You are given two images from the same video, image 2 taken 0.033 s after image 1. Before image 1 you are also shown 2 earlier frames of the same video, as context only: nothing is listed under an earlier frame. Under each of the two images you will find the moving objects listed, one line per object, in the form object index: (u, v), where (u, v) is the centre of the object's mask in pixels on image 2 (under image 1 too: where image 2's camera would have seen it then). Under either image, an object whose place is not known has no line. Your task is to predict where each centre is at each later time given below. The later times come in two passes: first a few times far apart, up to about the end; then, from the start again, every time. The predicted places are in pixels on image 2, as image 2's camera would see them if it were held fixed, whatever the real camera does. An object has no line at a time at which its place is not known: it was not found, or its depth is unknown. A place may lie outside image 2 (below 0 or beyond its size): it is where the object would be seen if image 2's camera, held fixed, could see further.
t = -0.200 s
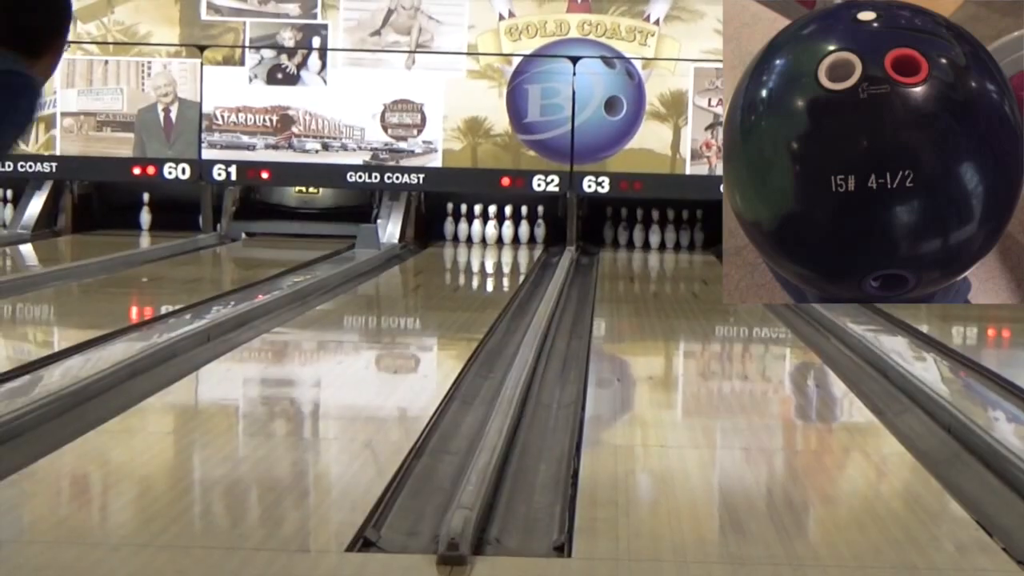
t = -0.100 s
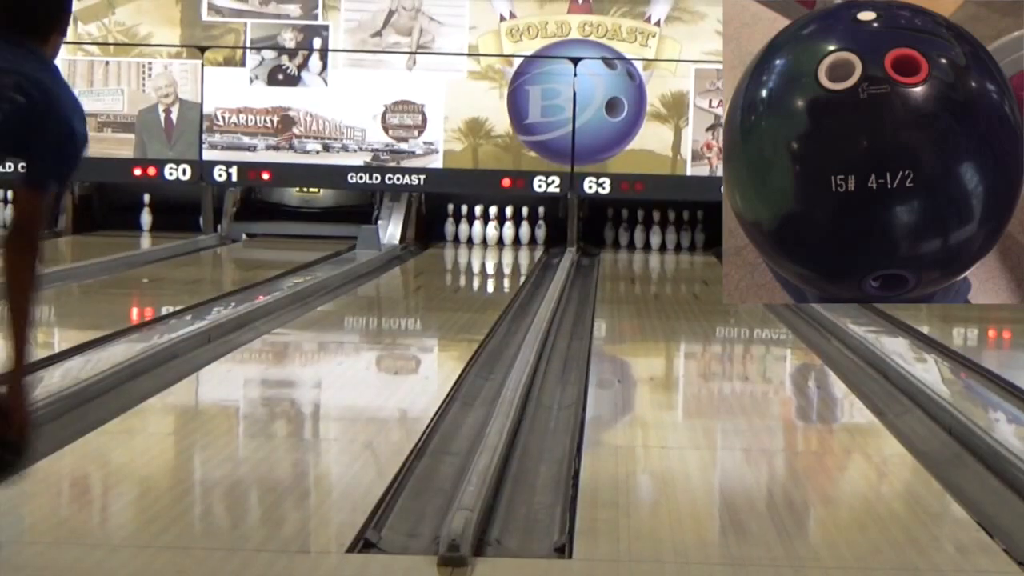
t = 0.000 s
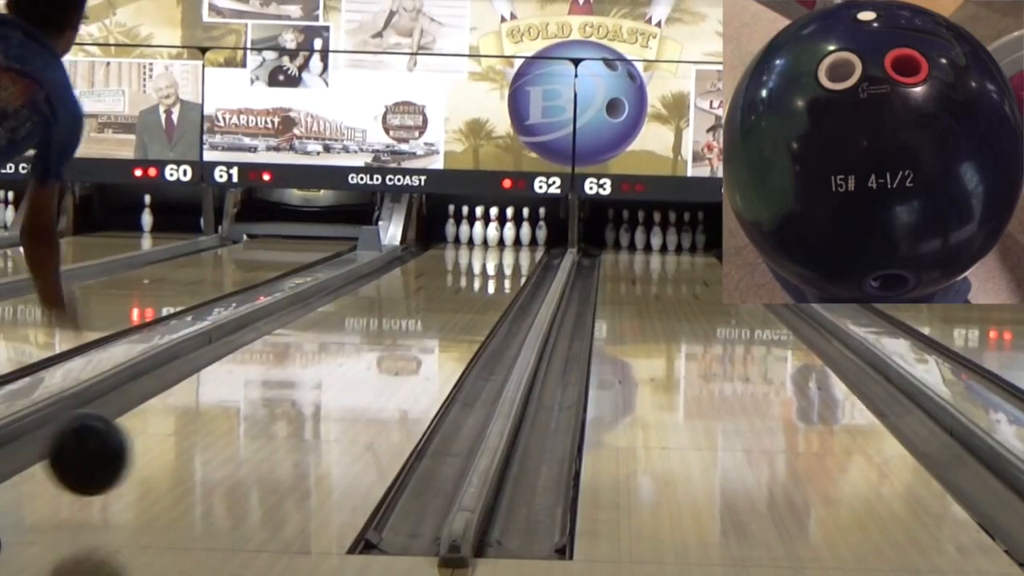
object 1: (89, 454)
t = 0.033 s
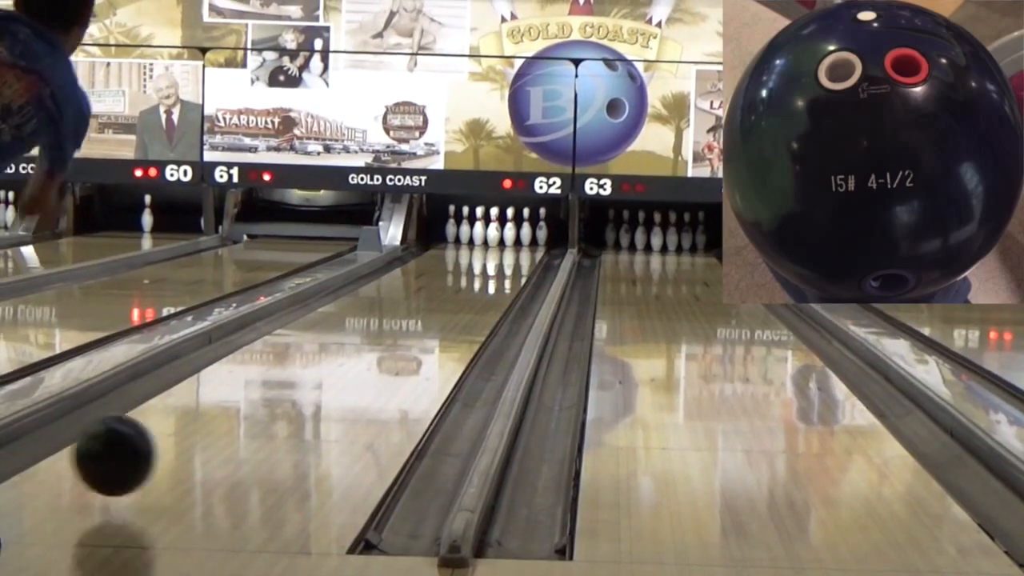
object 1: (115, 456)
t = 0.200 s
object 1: (219, 413)
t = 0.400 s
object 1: (304, 368)
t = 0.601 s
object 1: (363, 336)
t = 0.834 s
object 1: (413, 311)
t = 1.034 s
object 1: (445, 295)
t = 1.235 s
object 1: (470, 283)
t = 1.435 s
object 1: (488, 272)
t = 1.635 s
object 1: (503, 263)
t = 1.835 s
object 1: (512, 255)
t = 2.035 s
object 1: (514, 249)
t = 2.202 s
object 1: (512, 243)
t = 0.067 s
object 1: (139, 454)
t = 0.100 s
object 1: (161, 442)
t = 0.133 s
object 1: (181, 432)
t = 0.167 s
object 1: (200, 423)
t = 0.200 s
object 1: (219, 413)
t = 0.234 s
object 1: (235, 404)
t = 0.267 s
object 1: (250, 396)
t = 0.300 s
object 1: (265, 388)
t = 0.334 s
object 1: (279, 381)
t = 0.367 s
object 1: (291, 374)
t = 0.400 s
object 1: (304, 368)
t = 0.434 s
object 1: (315, 362)
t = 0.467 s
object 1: (326, 356)
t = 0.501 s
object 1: (336, 350)
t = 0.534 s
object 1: (346, 345)
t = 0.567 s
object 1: (355, 340)
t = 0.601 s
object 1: (363, 336)
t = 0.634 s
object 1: (371, 331)
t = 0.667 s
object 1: (379, 327)
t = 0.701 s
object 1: (387, 324)
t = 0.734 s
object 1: (394, 320)
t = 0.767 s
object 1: (400, 317)
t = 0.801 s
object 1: (407, 314)
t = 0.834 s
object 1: (413, 311)
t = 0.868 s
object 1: (419, 308)
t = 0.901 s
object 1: (425, 305)
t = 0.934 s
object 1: (430, 302)
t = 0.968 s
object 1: (435, 300)
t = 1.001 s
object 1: (441, 297)
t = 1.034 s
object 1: (445, 295)
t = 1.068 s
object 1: (450, 293)
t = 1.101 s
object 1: (454, 291)
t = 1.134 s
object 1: (458, 289)
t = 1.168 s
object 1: (462, 287)
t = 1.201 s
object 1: (466, 285)
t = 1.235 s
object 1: (470, 283)
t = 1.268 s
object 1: (473, 281)
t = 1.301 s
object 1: (476, 279)
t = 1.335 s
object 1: (480, 277)
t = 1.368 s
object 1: (483, 275)
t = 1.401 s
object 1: (486, 274)
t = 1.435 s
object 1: (488, 272)
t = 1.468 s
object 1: (491, 271)
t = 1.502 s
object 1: (494, 269)
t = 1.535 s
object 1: (496, 268)
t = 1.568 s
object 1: (499, 266)
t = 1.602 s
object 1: (500, 265)
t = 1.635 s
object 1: (503, 263)
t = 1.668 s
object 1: (505, 261)
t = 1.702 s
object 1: (506, 260)
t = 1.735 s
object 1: (508, 259)
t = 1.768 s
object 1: (509, 258)
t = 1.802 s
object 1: (510, 257)
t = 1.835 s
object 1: (512, 255)
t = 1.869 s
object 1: (512, 254)
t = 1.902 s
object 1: (513, 253)
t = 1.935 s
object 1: (514, 252)
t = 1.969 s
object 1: (514, 251)
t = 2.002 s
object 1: (514, 250)
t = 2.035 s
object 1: (514, 249)
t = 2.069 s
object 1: (514, 248)
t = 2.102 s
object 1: (514, 246)
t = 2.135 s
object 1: (513, 245)
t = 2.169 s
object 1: (513, 244)
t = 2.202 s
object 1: (512, 243)
